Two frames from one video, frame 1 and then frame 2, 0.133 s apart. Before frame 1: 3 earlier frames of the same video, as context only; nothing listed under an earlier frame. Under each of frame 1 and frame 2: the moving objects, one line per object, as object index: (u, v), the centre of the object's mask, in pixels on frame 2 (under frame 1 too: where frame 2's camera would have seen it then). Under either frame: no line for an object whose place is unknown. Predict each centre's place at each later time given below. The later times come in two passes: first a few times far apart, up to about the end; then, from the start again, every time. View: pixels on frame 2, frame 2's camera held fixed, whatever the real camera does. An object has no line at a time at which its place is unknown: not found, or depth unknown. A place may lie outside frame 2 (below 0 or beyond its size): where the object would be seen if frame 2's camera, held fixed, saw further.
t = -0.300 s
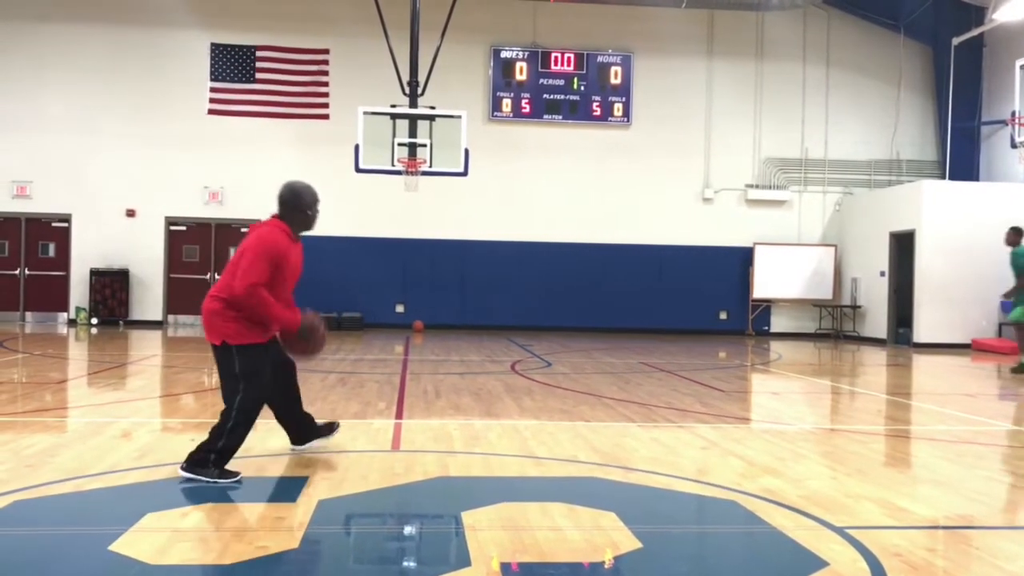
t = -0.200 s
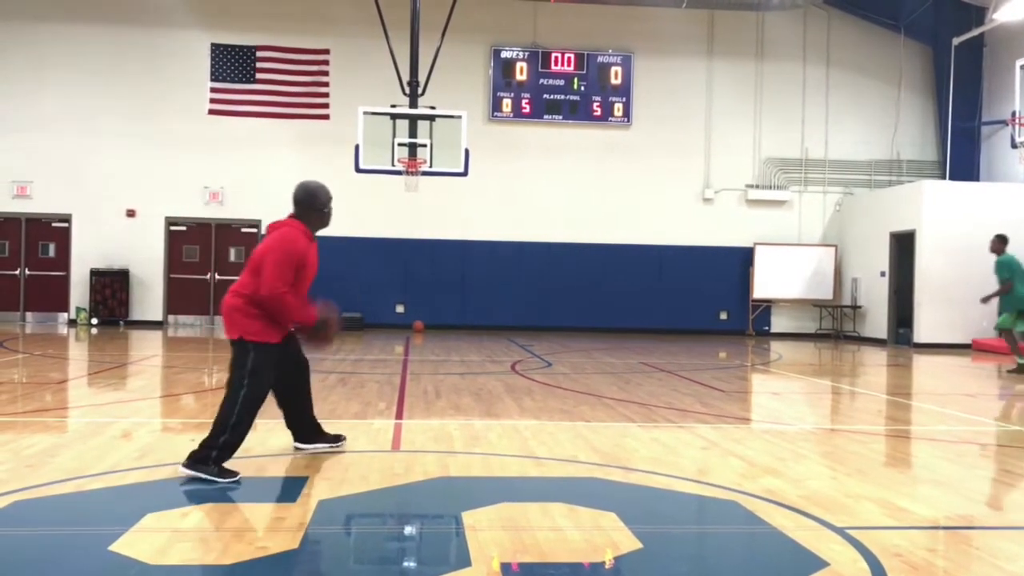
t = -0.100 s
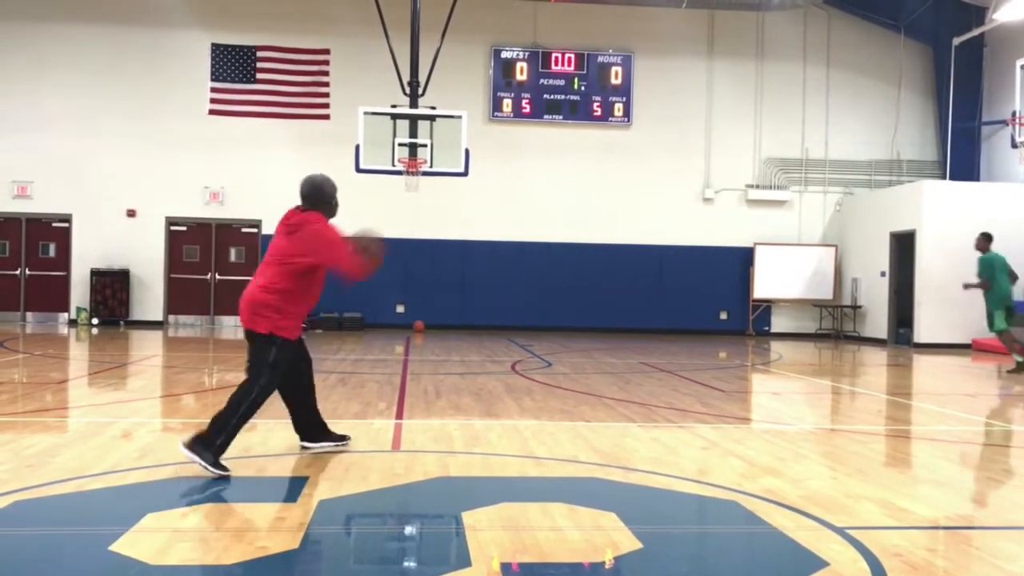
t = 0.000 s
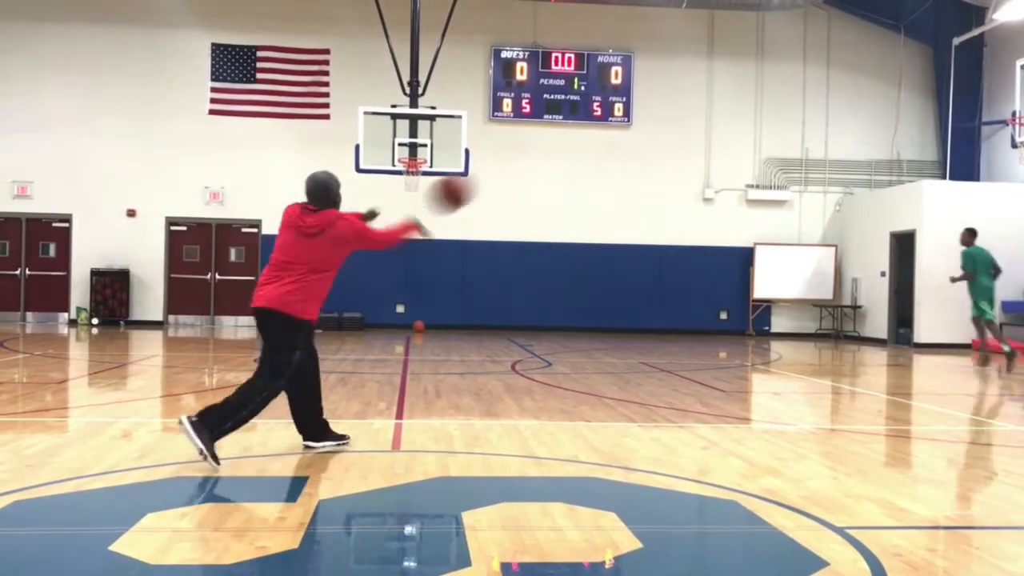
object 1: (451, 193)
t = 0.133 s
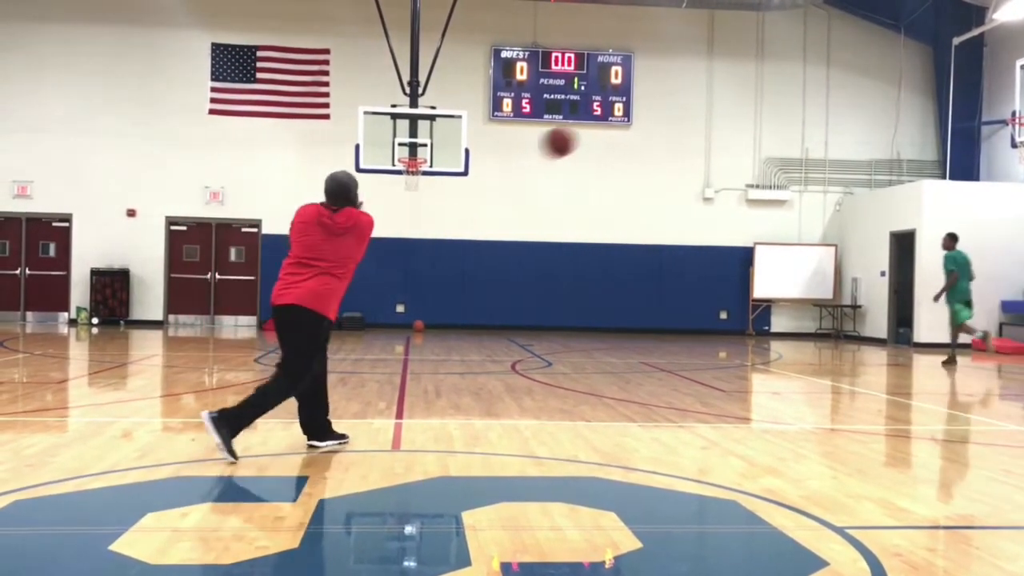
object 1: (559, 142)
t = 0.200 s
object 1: (600, 129)
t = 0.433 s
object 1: (705, 122)
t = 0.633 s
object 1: (765, 148)
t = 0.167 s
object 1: (580, 135)
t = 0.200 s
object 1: (600, 129)
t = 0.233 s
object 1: (618, 126)
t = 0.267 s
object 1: (638, 121)
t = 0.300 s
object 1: (652, 119)
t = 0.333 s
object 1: (666, 119)
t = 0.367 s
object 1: (680, 119)
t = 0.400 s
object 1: (693, 120)
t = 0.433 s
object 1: (705, 122)
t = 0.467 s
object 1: (717, 125)
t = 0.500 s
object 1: (728, 128)
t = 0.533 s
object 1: (737, 132)
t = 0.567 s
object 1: (747, 137)
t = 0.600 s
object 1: (756, 142)
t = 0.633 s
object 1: (765, 148)
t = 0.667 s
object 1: (773, 154)
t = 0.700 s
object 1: (782, 160)
